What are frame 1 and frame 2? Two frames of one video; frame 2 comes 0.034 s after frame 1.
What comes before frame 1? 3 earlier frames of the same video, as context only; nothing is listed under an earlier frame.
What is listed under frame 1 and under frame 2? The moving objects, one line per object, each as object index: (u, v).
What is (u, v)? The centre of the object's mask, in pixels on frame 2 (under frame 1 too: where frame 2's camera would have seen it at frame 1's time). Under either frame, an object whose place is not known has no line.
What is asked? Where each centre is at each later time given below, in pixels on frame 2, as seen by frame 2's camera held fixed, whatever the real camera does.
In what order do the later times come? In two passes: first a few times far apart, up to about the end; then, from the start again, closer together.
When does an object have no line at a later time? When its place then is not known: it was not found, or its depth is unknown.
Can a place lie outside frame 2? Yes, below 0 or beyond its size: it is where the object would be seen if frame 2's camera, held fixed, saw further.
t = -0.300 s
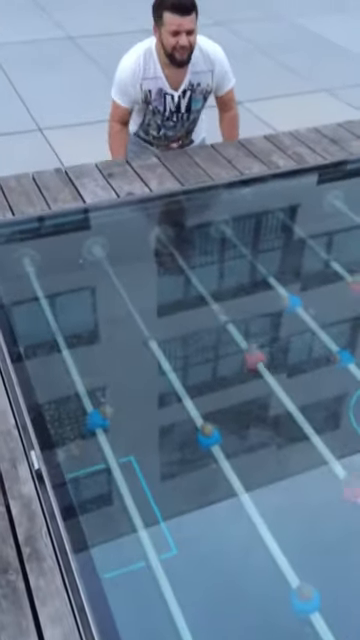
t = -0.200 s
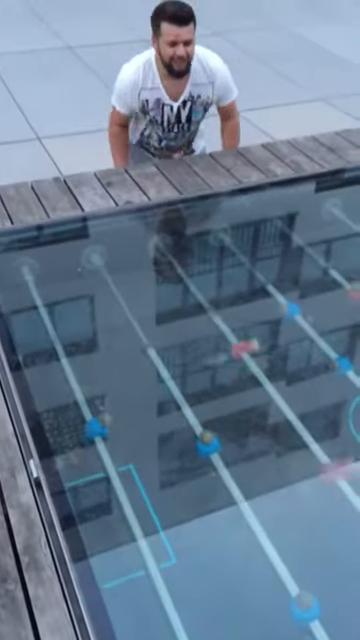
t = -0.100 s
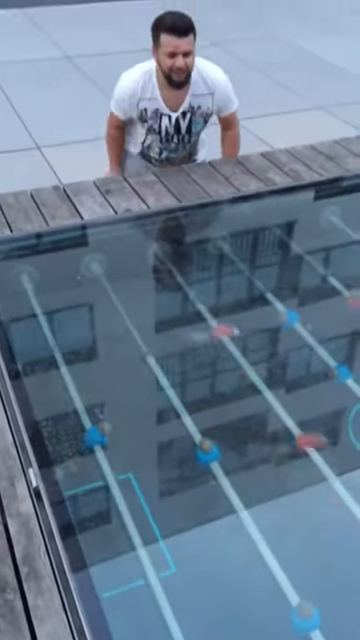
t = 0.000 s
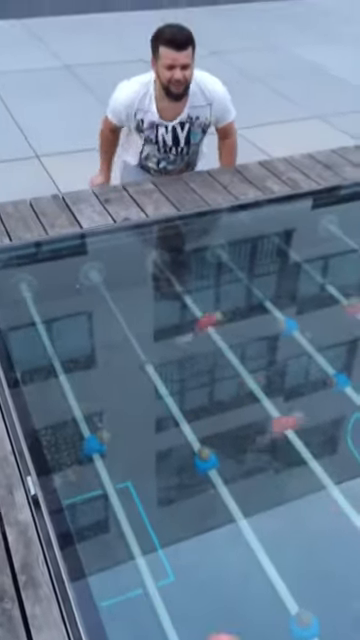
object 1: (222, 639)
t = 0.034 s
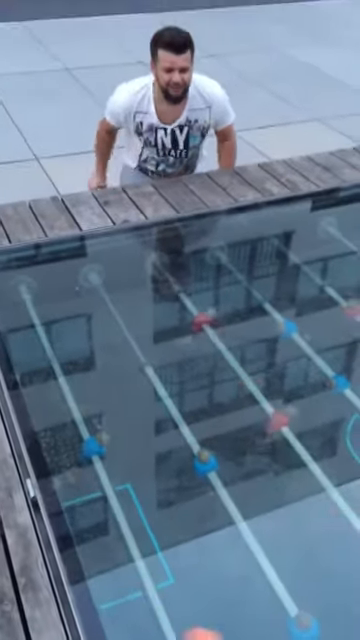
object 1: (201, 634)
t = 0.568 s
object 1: (137, 526)
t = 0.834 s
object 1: (133, 478)
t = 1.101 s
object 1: (140, 434)
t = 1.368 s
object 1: (149, 397)
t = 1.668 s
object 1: (168, 356)
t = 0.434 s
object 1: (143, 549)
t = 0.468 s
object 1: (142, 545)
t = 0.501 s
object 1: (141, 539)
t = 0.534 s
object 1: (139, 533)
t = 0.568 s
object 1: (137, 526)
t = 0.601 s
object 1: (136, 521)
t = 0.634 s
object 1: (135, 514)
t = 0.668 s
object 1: (134, 508)
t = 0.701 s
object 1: (133, 502)
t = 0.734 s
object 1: (133, 496)
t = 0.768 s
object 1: (133, 490)
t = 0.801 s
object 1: (132, 484)
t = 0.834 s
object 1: (133, 478)
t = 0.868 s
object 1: (134, 472)
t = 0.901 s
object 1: (135, 466)
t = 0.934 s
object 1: (136, 461)
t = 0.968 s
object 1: (137, 455)
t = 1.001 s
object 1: (137, 450)
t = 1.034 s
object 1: (138, 444)
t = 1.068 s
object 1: (139, 439)
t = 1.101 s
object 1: (140, 434)
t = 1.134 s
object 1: (142, 428)
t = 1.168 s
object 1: (144, 423)
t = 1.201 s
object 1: (144, 418)
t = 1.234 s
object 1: (146, 413)
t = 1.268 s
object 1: (147, 408)
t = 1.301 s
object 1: (148, 404)
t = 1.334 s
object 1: (149, 401)
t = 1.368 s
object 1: (149, 397)
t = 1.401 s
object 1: (149, 393)
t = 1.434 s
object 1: (149, 389)
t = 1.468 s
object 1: (163, 376)
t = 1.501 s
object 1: (164, 374)
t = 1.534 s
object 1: (164, 371)
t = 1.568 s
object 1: (164, 367)
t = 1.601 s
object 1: (165, 363)
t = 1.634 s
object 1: (166, 360)
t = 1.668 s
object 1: (168, 356)
